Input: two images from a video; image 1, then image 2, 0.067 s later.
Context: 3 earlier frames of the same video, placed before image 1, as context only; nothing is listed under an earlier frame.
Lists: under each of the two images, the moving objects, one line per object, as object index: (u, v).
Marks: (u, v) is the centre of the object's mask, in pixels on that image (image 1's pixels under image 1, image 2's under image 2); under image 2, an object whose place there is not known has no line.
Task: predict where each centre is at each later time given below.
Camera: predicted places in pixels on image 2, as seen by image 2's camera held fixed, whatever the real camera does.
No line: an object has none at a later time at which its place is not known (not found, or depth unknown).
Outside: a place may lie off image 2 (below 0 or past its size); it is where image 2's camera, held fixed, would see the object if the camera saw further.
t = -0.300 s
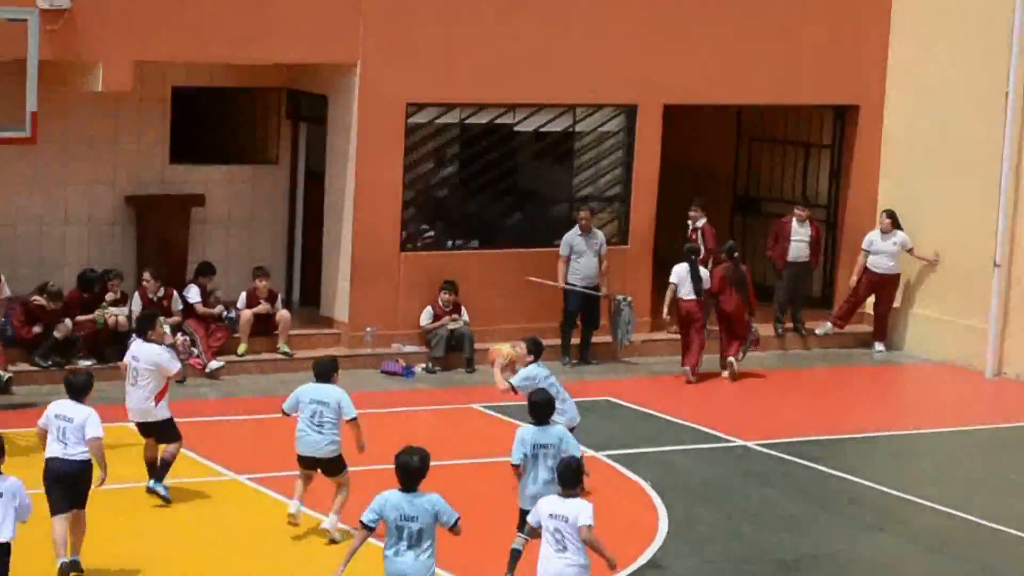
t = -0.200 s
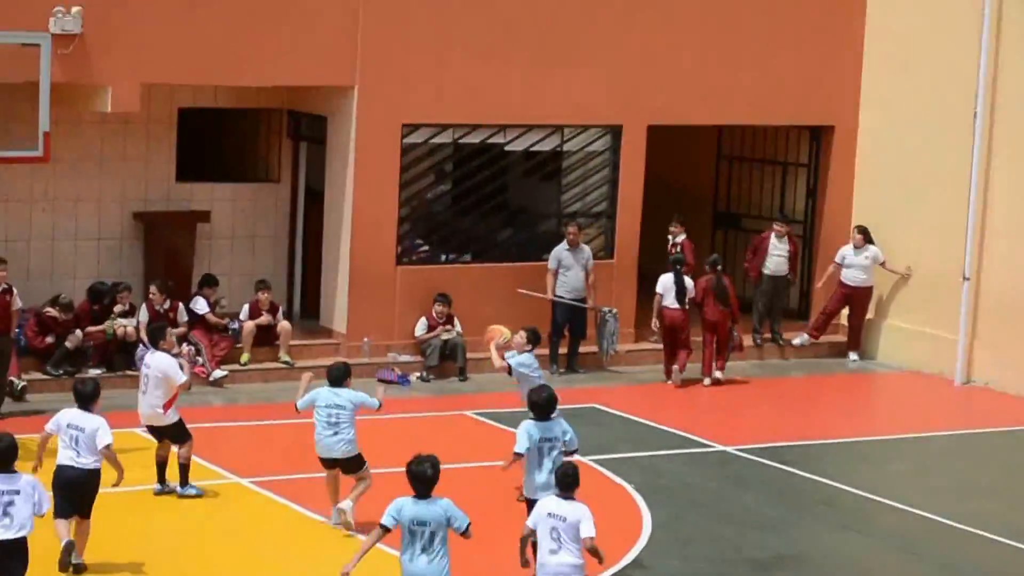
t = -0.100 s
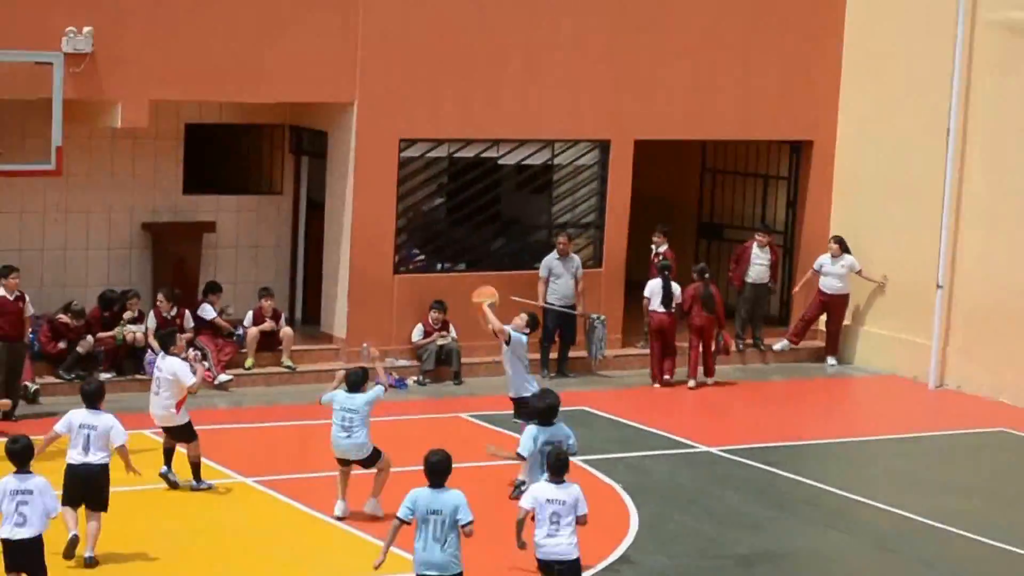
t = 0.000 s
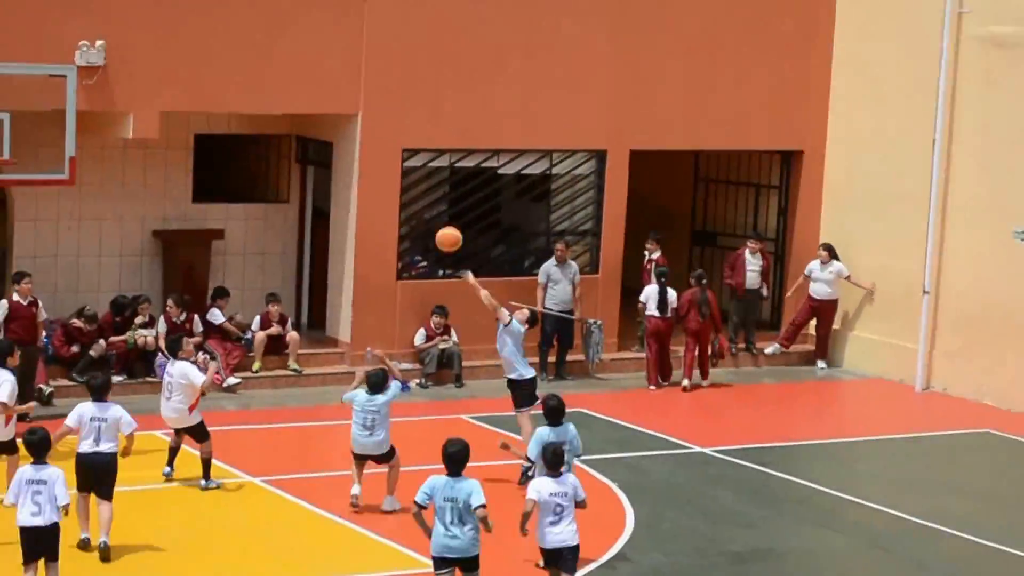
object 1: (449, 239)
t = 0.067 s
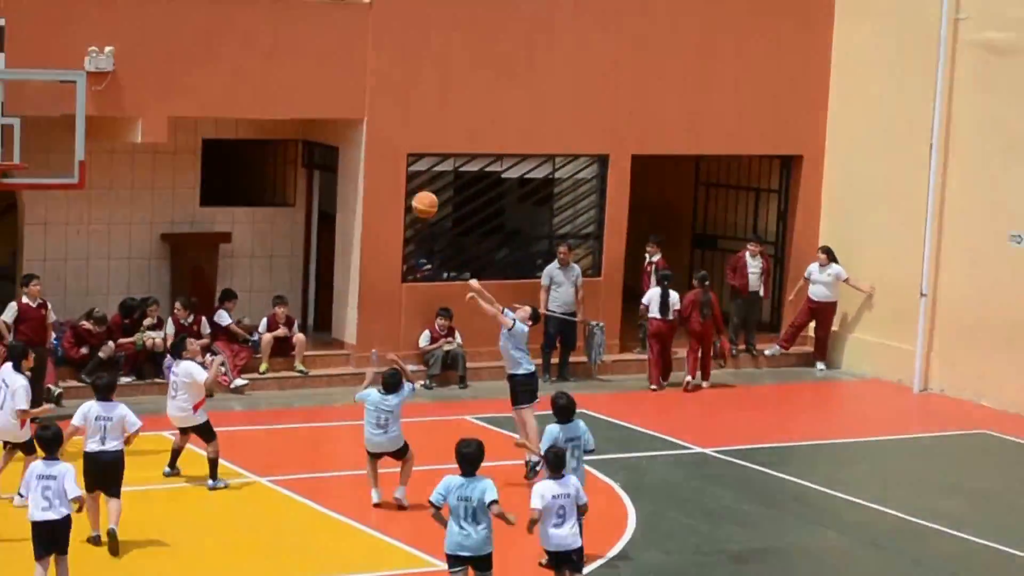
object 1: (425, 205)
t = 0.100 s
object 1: (411, 186)
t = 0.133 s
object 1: (396, 170)
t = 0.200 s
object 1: (366, 141)
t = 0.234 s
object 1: (351, 129)
